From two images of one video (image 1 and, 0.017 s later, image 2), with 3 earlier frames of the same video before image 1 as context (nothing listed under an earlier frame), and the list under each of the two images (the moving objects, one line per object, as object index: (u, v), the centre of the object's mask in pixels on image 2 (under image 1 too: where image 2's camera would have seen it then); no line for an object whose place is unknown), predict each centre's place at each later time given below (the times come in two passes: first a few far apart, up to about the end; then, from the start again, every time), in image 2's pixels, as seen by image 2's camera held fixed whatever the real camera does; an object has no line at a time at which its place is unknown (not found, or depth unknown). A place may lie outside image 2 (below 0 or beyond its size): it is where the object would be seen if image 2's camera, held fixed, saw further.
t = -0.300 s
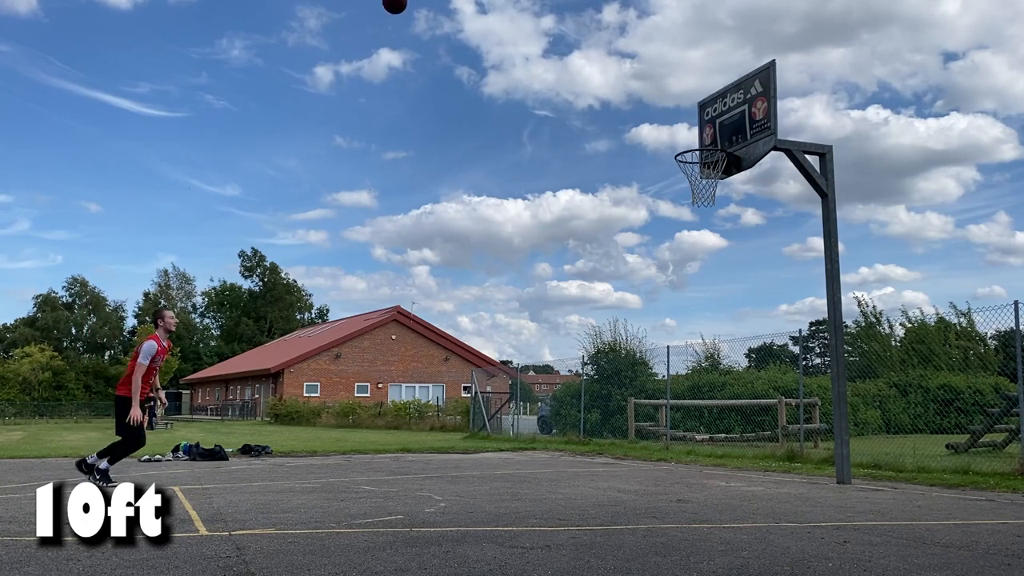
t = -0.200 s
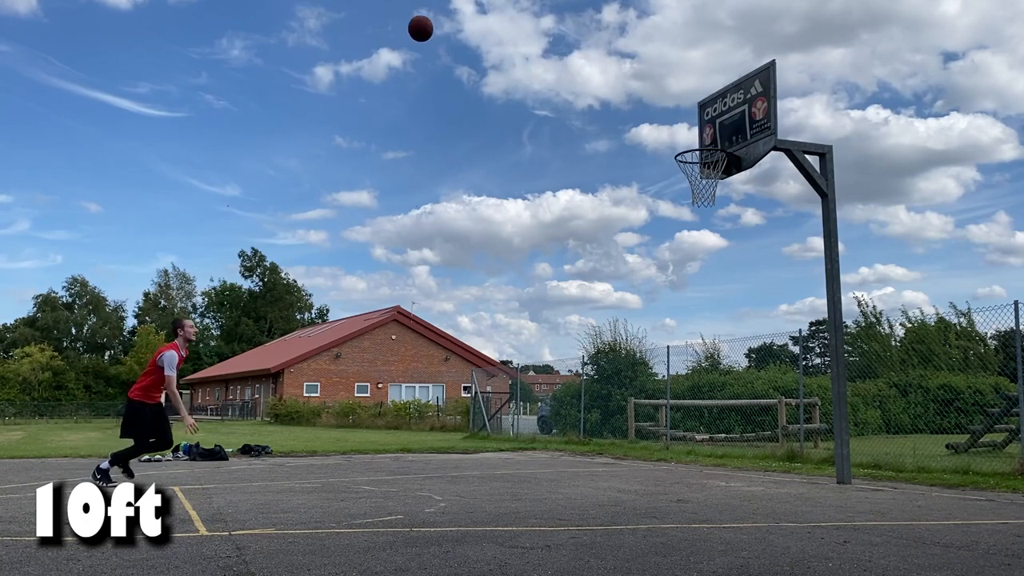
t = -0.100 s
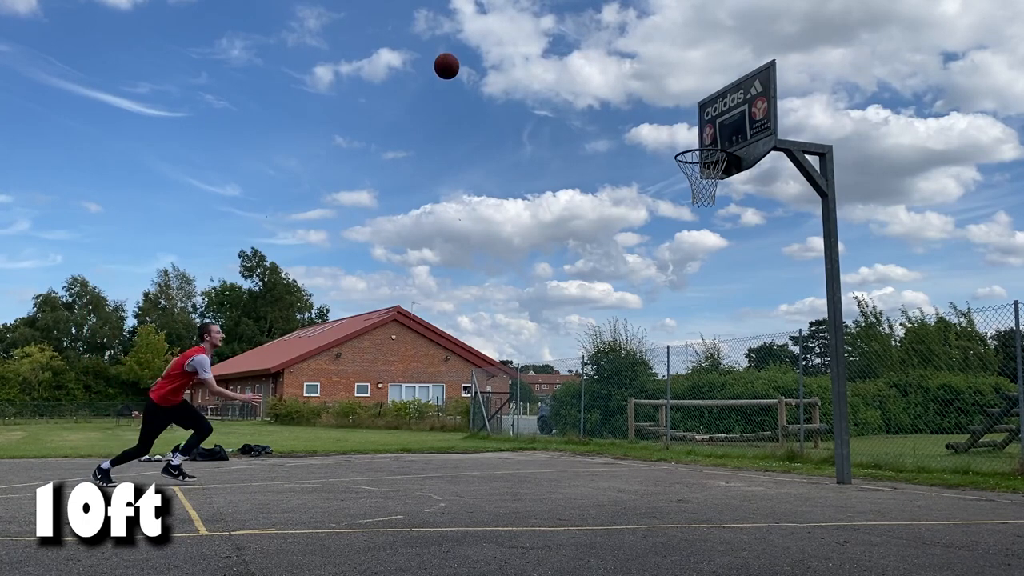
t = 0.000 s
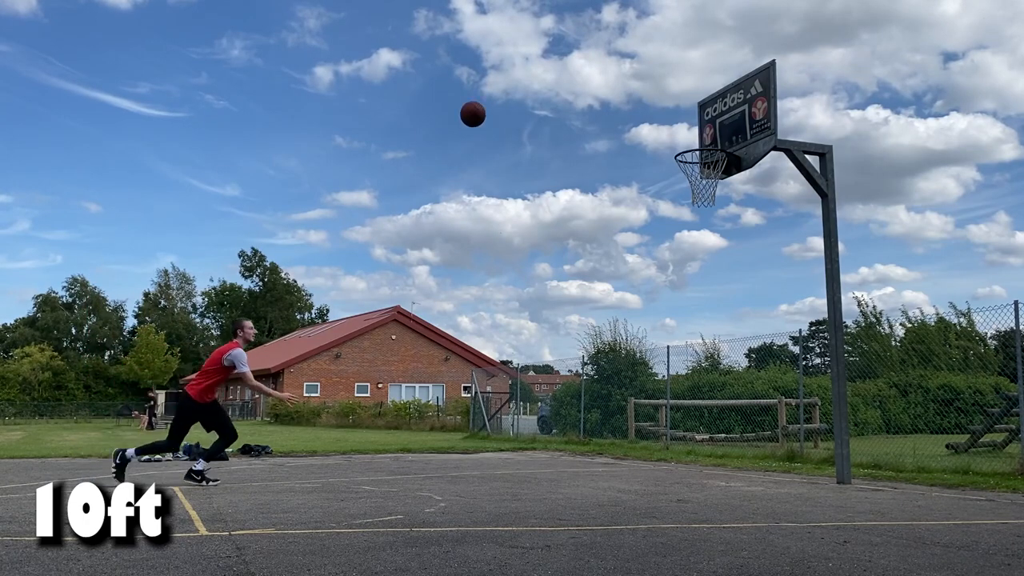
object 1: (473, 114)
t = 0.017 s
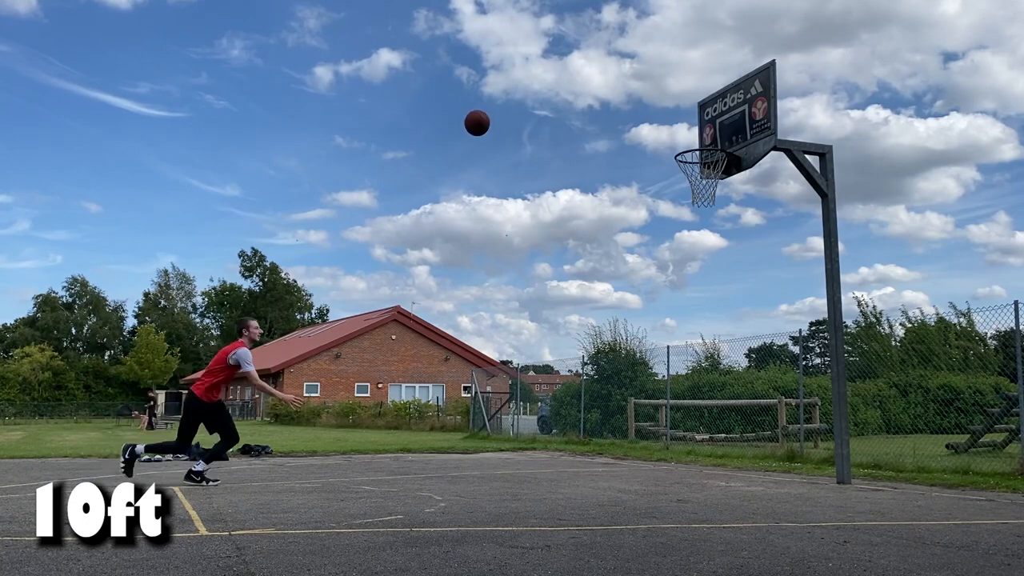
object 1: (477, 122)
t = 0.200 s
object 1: (524, 240)
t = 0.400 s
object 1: (577, 414)
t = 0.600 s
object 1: (601, 364)
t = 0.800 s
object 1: (613, 251)
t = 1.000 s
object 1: (625, 183)
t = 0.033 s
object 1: (481, 132)
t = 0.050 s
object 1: (486, 141)
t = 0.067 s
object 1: (490, 151)
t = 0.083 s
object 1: (494, 161)
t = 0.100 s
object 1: (498, 172)
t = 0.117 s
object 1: (503, 182)
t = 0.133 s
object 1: (507, 193)
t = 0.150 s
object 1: (511, 205)
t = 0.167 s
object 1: (515, 216)
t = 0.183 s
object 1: (520, 228)
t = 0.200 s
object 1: (524, 240)
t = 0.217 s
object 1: (528, 253)
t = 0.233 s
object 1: (532, 266)
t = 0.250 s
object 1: (537, 279)
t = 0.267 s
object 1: (541, 293)
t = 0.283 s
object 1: (545, 307)
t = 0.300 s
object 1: (550, 321)
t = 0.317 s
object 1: (554, 336)
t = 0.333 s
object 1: (559, 351)
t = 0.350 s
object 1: (563, 366)
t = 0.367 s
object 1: (567, 382)
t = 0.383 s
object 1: (573, 398)
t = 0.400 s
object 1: (577, 414)
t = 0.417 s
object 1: (582, 432)
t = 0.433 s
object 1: (587, 450)
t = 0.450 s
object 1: (591, 468)
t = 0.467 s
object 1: (594, 470)
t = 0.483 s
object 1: (595, 455)
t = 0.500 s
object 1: (596, 441)
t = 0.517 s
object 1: (597, 427)
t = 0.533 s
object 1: (598, 413)
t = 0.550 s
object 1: (598, 401)
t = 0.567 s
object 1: (600, 388)
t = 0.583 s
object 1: (601, 376)
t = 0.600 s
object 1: (601, 364)
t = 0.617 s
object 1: (602, 353)
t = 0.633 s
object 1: (603, 343)
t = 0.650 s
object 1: (604, 332)
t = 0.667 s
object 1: (605, 321)
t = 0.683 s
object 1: (606, 312)
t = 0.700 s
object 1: (607, 302)
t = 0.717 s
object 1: (608, 293)
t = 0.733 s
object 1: (609, 284)
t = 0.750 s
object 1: (610, 275)
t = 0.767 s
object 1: (611, 267)
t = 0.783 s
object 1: (612, 259)
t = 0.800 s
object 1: (613, 251)
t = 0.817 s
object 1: (613, 244)
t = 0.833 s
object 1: (614, 237)
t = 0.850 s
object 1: (616, 230)
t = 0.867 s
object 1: (617, 224)
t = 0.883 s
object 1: (618, 218)
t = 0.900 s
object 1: (618, 212)
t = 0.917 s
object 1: (620, 207)
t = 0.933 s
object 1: (621, 201)
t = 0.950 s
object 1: (622, 196)
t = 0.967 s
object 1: (623, 192)
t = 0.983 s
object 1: (624, 187)
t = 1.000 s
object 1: (625, 183)
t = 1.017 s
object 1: (626, 180)
